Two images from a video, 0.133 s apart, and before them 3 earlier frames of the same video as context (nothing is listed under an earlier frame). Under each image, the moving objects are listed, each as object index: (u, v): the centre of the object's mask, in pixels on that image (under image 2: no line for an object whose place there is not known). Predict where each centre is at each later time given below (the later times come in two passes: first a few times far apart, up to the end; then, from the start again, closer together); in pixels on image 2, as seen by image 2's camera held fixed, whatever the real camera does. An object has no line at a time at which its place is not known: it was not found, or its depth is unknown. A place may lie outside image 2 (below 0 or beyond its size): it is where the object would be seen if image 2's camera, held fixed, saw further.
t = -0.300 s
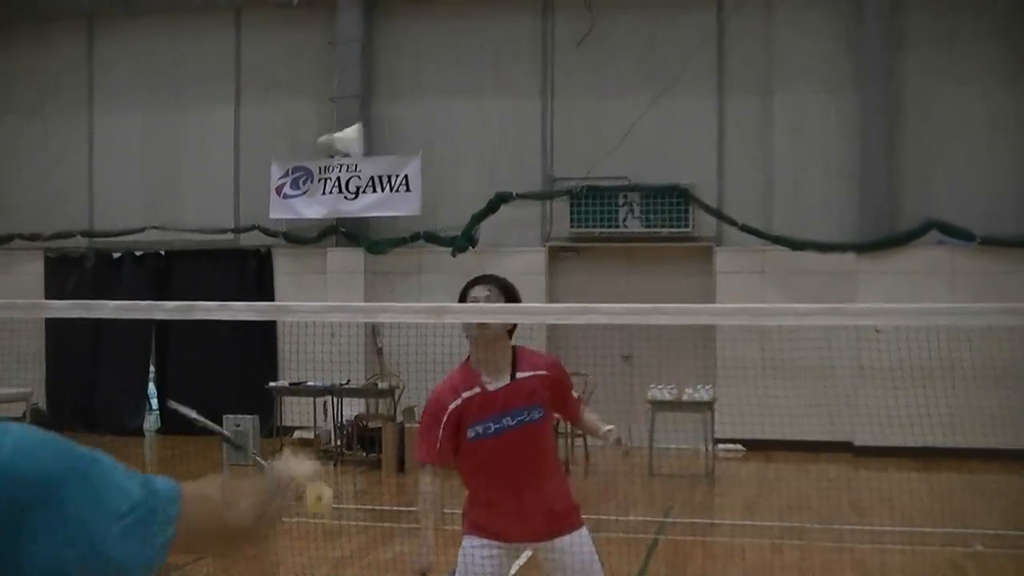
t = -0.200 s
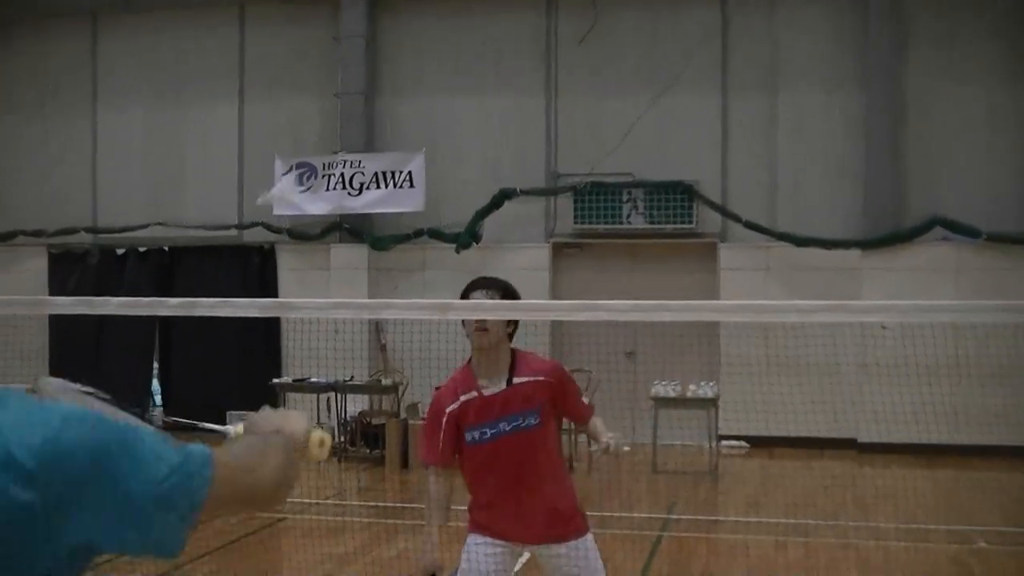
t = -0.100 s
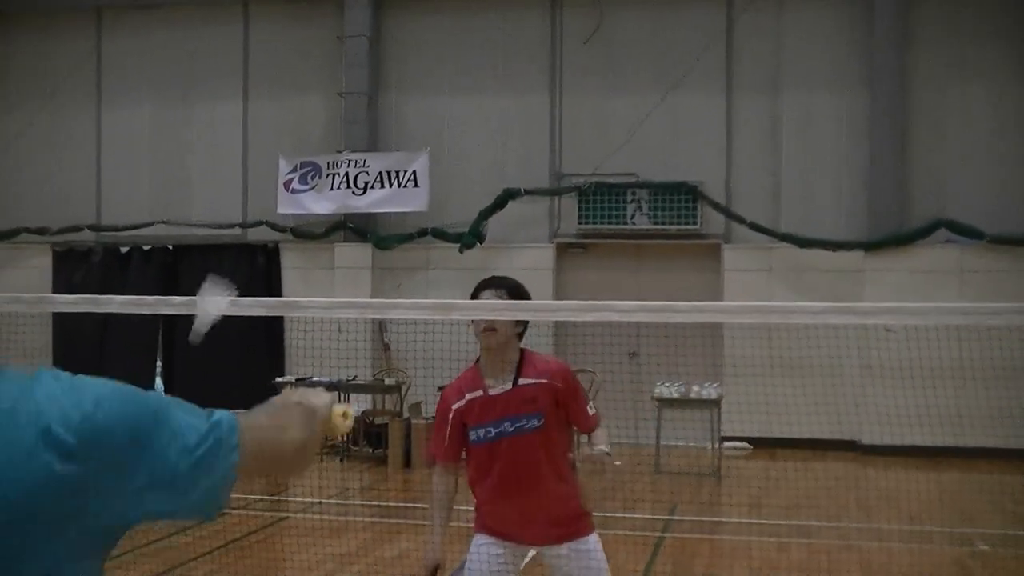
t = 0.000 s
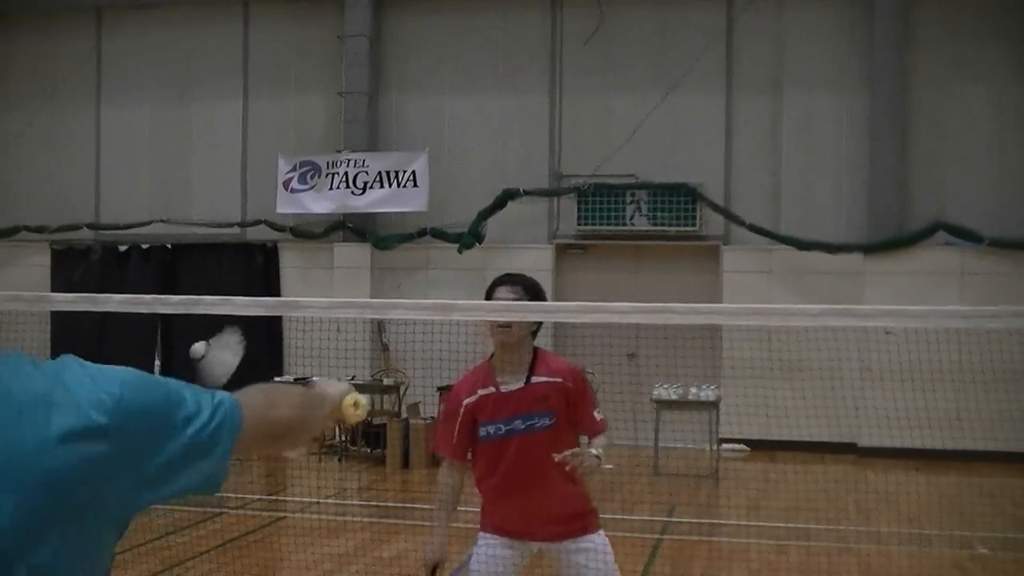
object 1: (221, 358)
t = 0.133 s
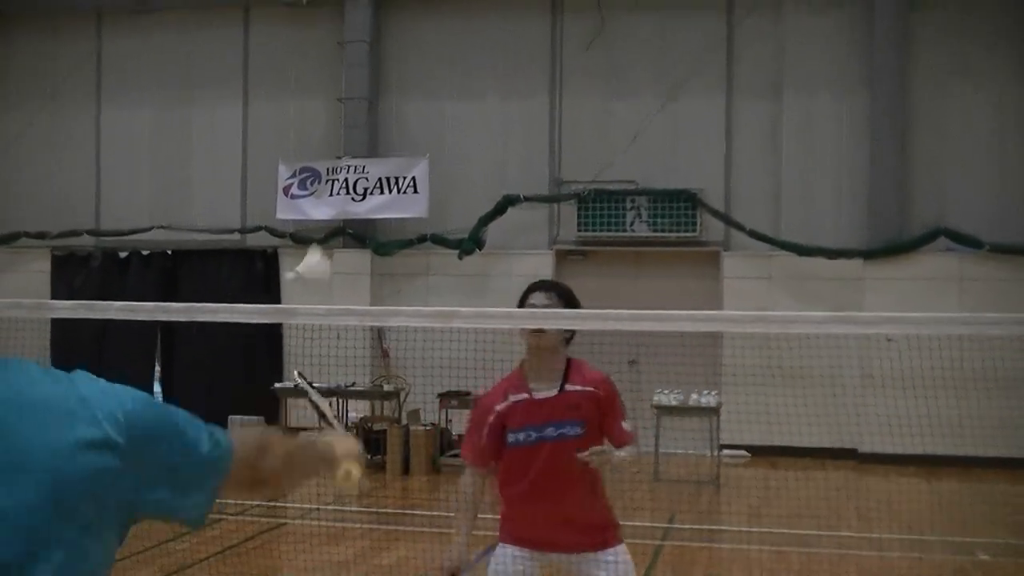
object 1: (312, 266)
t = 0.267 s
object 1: (385, 289)
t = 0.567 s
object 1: (468, 474)
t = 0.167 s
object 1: (325, 254)
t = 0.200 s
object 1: (334, 270)
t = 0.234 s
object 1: (358, 282)
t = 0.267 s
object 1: (385, 289)
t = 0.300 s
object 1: (404, 294)
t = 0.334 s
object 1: (425, 306)
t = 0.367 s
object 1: (440, 325)
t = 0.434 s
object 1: (453, 392)
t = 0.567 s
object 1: (468, 474)
